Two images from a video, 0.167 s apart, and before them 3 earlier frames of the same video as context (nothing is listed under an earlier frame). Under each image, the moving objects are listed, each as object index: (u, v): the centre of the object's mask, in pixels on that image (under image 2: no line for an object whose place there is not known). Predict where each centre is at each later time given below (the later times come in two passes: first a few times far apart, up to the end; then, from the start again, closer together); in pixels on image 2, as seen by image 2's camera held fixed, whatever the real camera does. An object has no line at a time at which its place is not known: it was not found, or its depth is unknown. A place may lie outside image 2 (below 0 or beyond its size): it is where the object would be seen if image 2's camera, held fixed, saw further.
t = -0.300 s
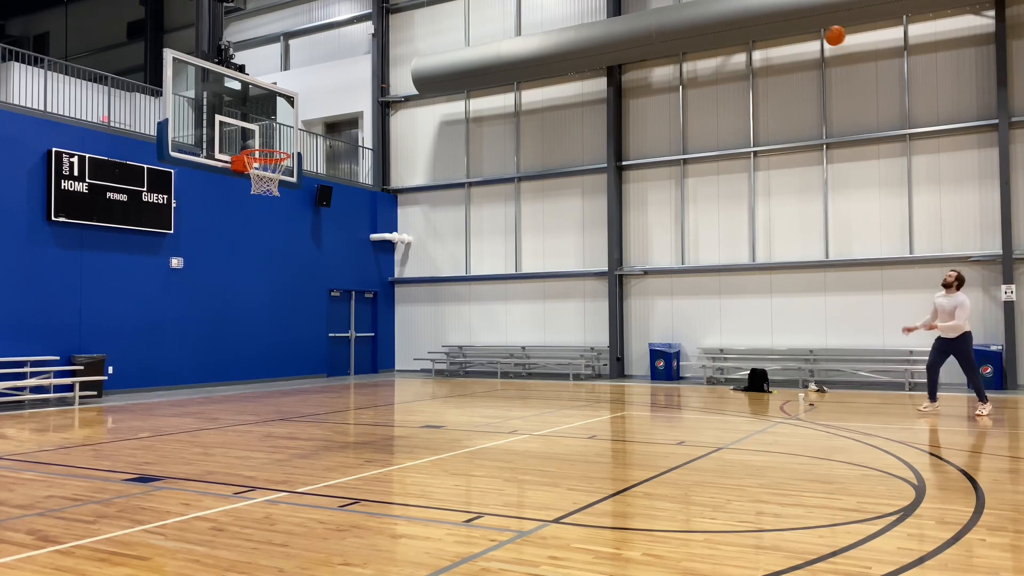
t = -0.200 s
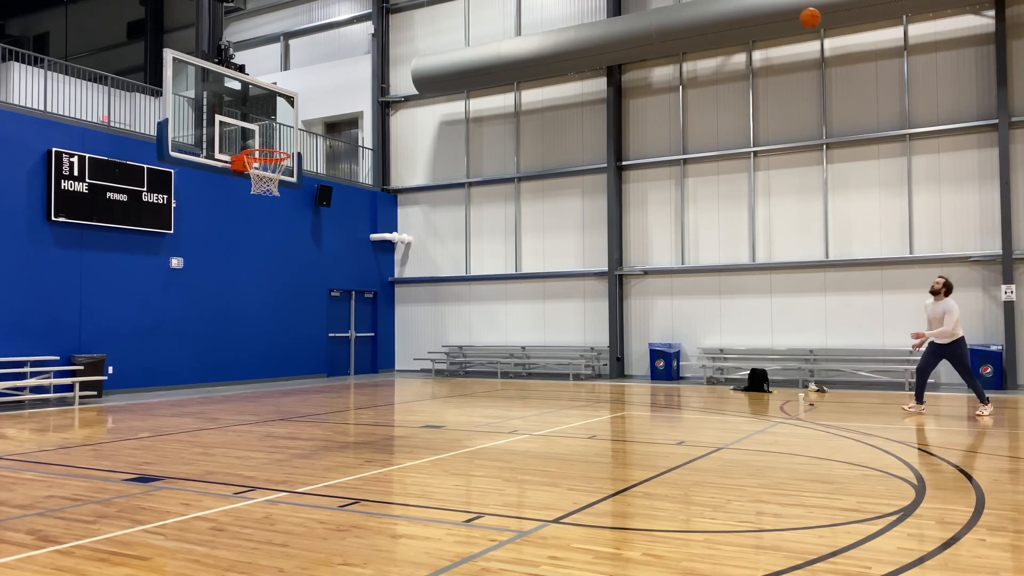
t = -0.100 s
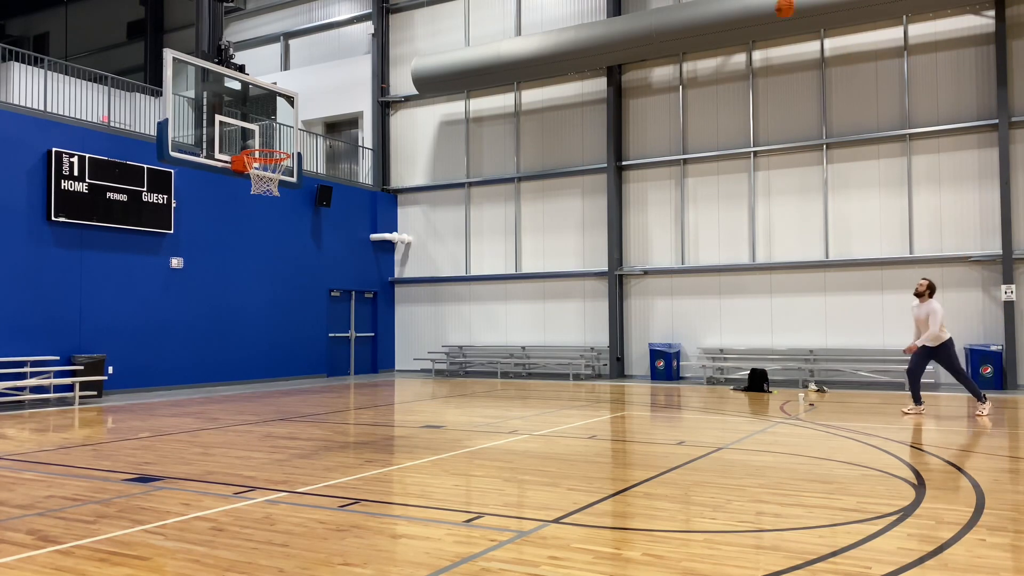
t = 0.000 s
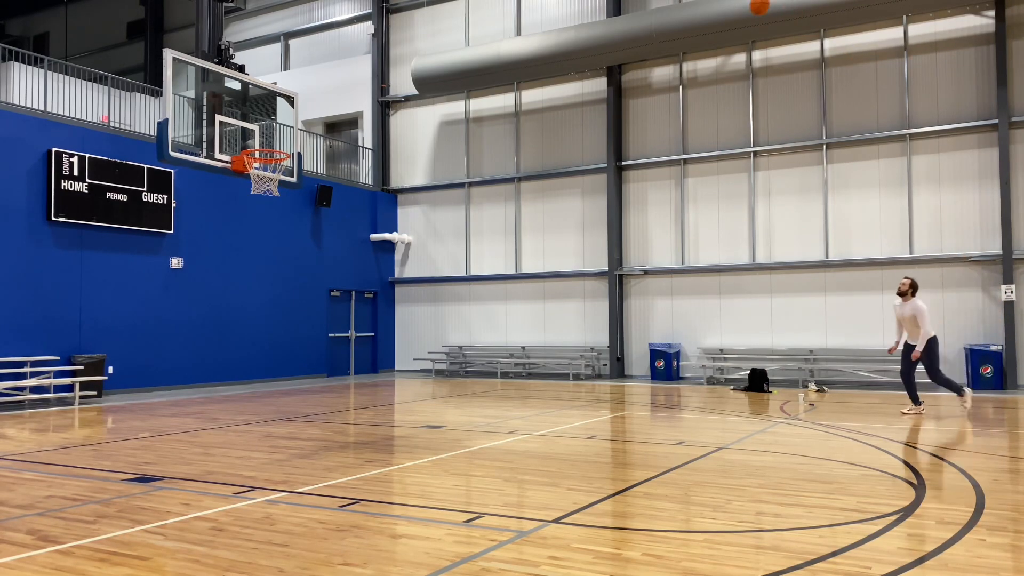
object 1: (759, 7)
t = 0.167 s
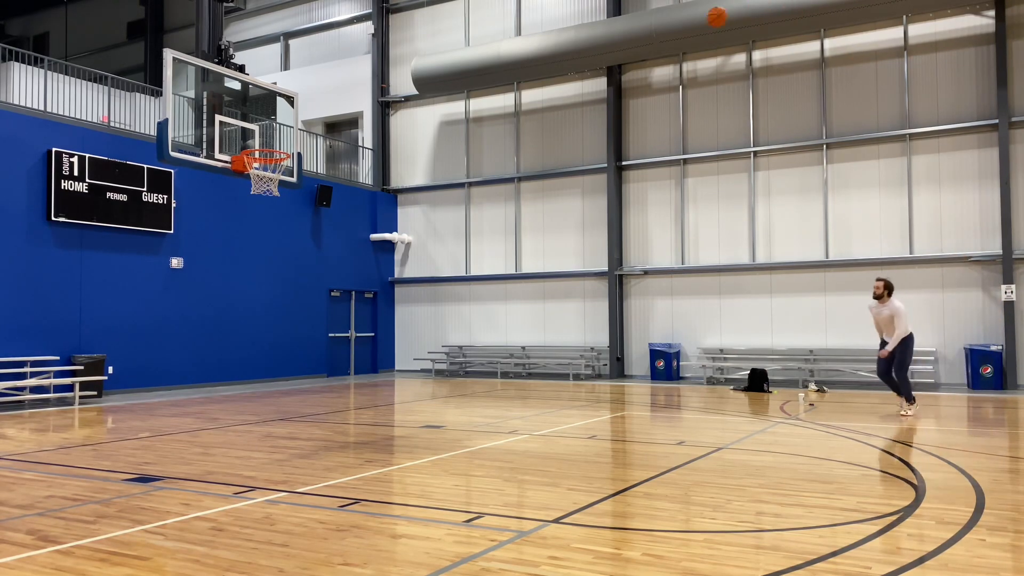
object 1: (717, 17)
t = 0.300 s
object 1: (682, 43)
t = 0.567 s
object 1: (609, 141)
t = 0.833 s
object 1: (534, 303)
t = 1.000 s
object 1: (489, 417)
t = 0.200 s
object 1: (708, 22)
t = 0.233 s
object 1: (700, 28)
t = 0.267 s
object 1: (691, 35)
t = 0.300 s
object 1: (682, 43)
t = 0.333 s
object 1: (673, 52)
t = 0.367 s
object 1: (664, 61)
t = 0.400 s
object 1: (655, 72)
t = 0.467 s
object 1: (637, 97)
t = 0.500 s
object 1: (627, 111)
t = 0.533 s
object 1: (618, 126)
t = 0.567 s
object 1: (609, 141)
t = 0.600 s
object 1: (600, 158)
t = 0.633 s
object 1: (590, 176)
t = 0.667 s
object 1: (581, 194)
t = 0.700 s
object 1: (571, 214)
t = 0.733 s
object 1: (562, 235)
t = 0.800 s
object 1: (544, 279)
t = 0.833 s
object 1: (534, 303)
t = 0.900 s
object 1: (514, 355)
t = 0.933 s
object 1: (505, 382)
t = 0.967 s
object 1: (495, 412)
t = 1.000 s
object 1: (489, 417)
